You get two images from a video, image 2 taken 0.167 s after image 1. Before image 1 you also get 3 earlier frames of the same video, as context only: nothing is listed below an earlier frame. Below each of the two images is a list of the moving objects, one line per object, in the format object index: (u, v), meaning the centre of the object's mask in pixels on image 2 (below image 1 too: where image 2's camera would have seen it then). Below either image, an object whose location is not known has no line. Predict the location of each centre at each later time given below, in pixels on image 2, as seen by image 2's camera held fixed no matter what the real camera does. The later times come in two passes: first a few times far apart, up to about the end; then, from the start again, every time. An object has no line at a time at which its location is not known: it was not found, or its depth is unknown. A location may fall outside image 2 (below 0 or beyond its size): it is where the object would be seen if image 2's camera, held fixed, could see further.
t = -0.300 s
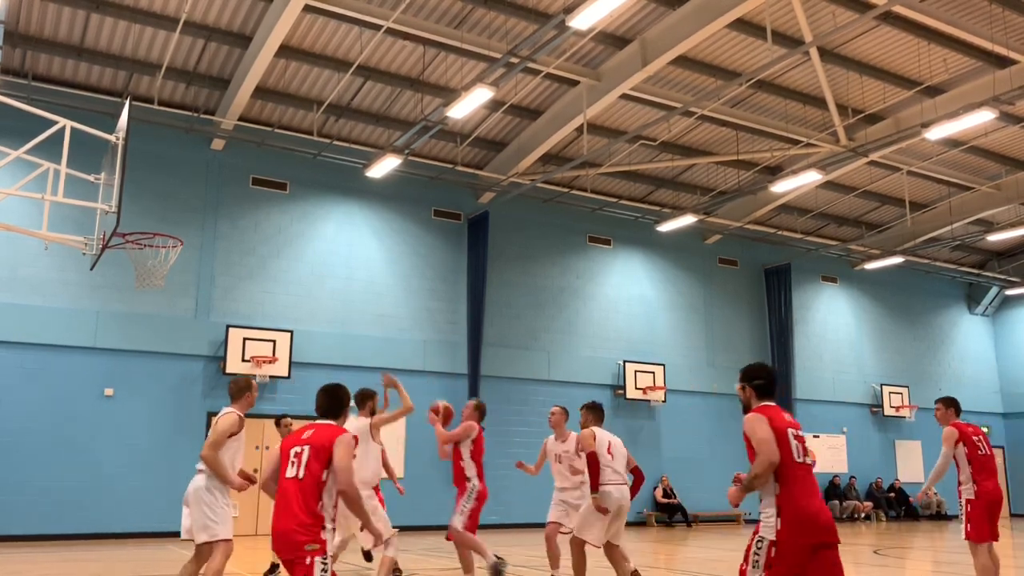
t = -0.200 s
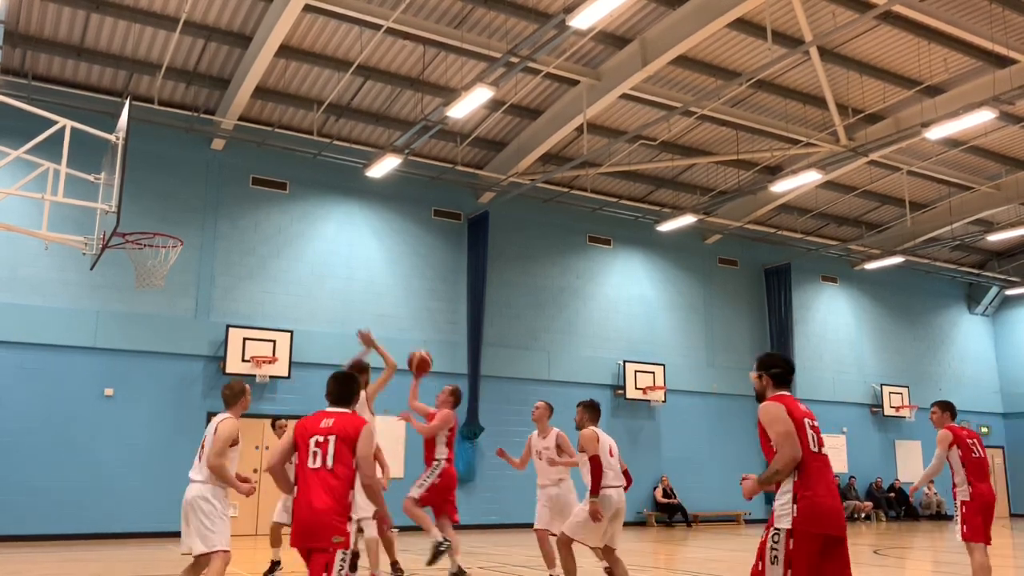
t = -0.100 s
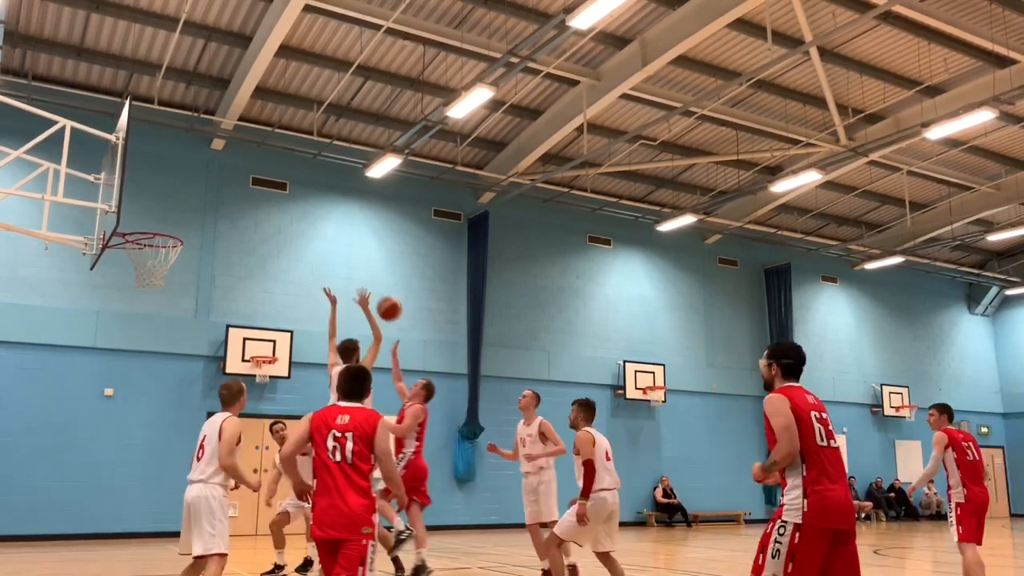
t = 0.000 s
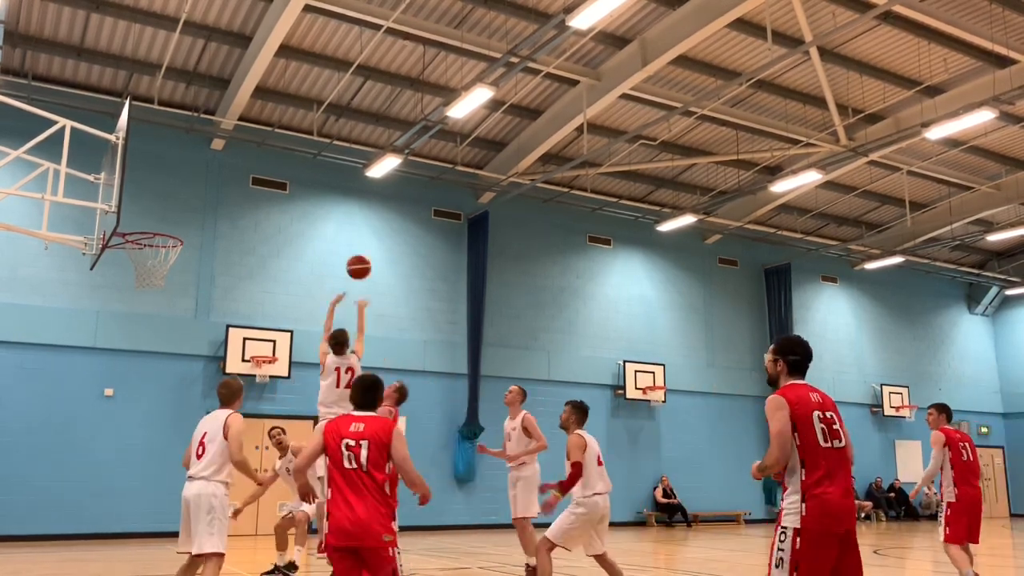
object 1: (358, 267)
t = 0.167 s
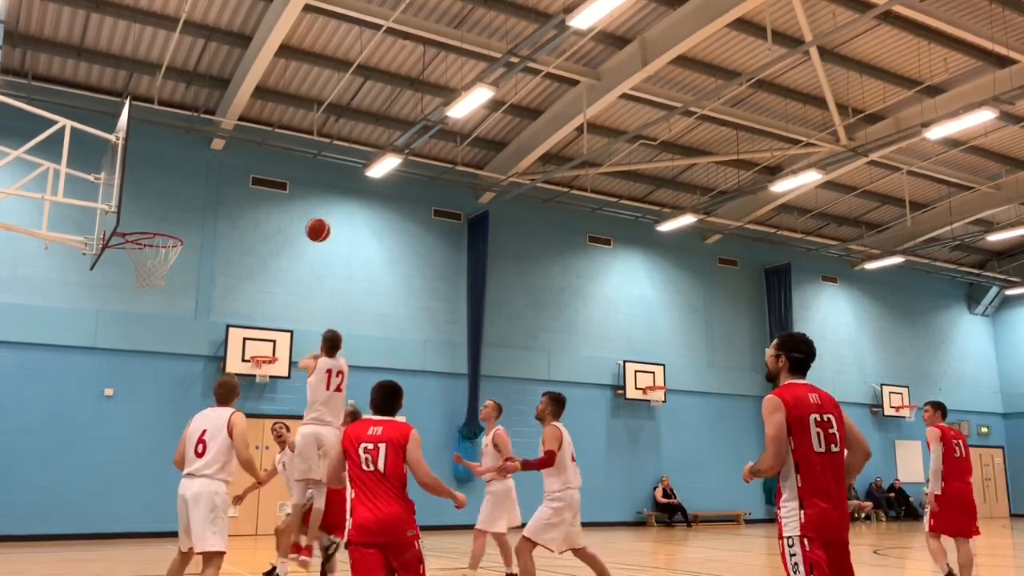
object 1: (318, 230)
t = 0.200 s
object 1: (309, 225)
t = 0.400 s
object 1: (262, 223)
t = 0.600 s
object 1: (213, 257)
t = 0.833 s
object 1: (154, 342)
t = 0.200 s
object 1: (309, 225)
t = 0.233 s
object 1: (301, 223)
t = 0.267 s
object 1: (293, 221)
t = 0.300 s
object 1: (286, 220)
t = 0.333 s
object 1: (278, 220)
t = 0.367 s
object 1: (269, 221)
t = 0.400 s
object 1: (262, 223)
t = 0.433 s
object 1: (254, 227)
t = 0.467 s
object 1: (245, 231)
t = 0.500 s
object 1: (237, 236)
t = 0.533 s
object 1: (229, 242)
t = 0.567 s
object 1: (221, 249)
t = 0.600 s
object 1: (213, 257)
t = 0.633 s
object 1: (204, 266)
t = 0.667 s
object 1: (196, 276)
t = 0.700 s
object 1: (188, 288)
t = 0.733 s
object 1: (180, 300)
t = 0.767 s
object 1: (171, 313)
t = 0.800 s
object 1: (162, 328)
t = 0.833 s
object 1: (154, 342)
